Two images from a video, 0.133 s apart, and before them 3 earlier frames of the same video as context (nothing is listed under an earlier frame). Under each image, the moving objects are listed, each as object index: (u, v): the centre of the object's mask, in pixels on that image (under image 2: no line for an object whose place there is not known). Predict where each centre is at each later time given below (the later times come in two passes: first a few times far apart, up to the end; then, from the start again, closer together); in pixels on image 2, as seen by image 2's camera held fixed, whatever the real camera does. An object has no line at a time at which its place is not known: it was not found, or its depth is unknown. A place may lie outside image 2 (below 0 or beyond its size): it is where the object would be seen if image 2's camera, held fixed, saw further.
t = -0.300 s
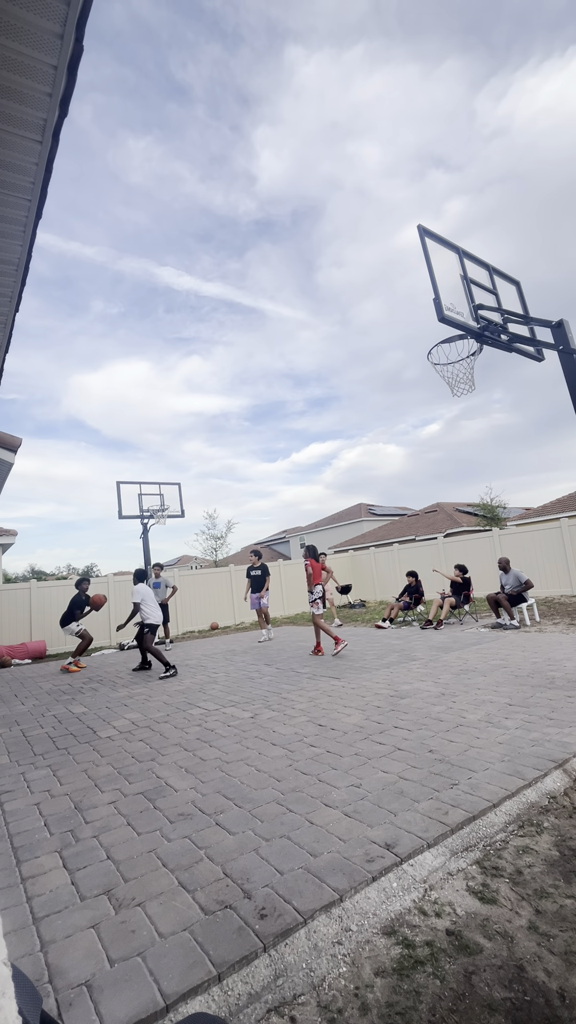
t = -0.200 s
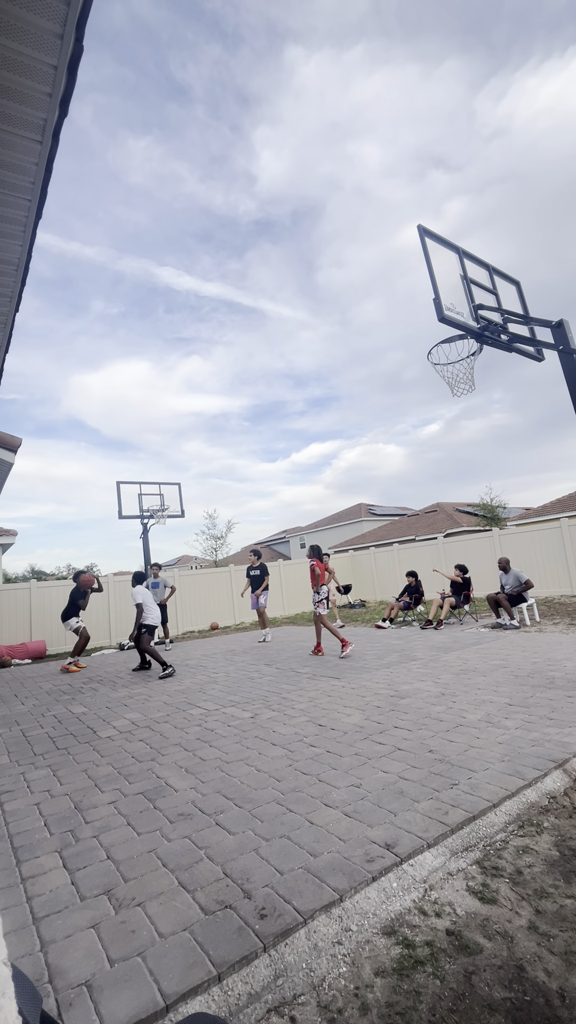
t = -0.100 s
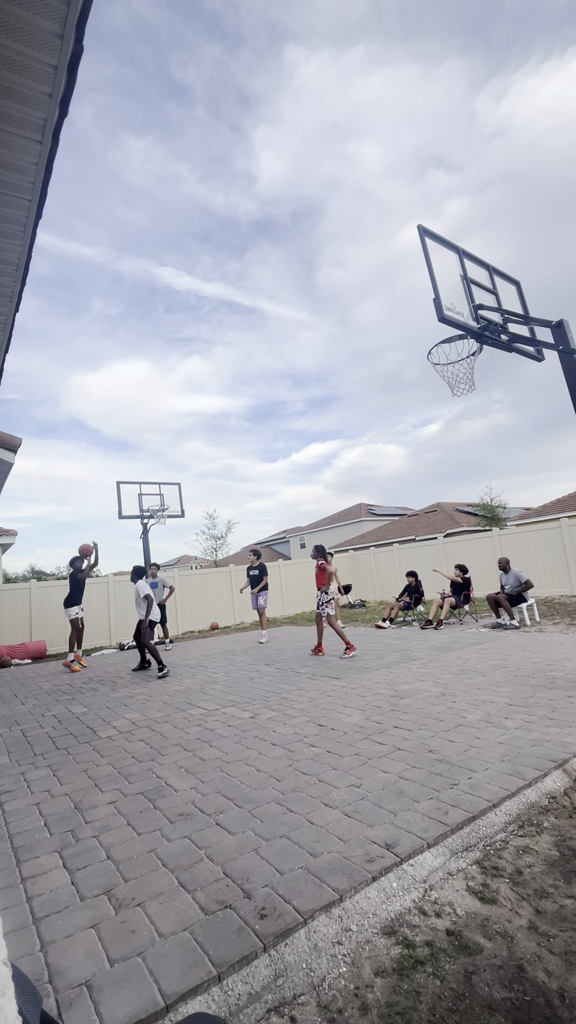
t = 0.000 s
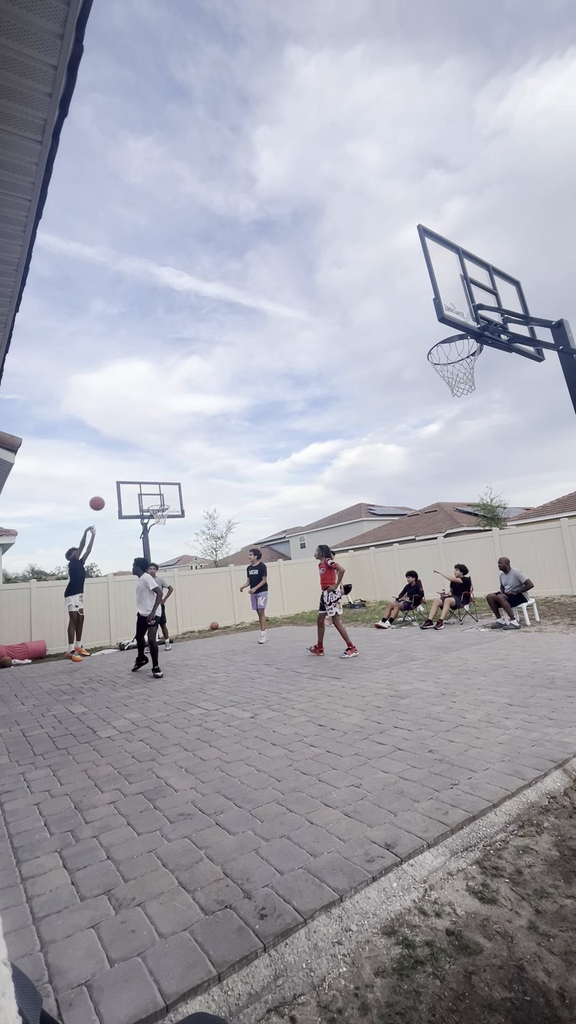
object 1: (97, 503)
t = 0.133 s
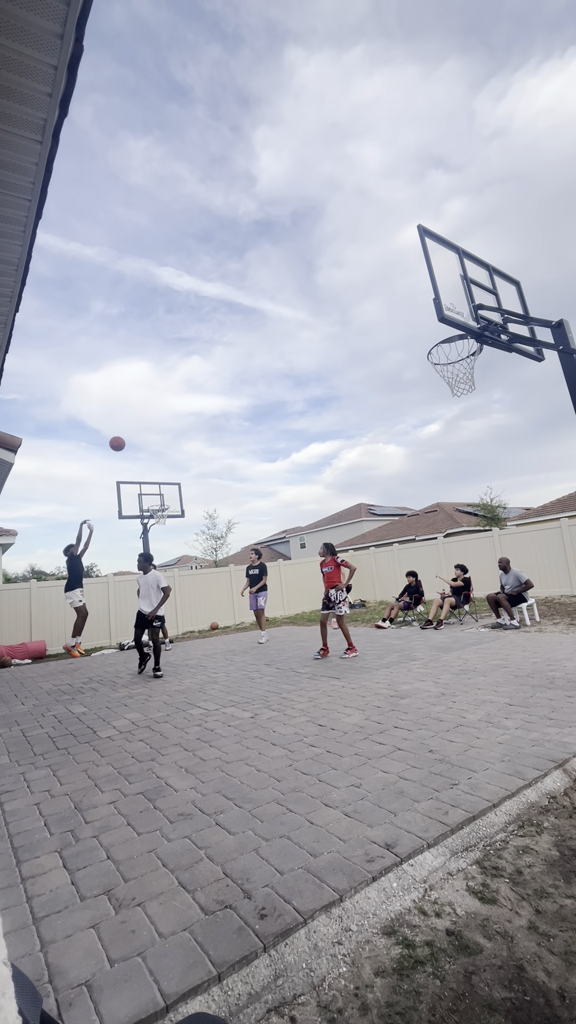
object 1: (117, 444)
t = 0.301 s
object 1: (145, 379)
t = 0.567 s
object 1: (198, 299)
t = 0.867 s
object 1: (277, 255)
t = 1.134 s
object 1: (377, 271)
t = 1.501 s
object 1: (451, 268)
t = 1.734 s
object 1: (442, 237)
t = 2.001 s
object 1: (437, 263)
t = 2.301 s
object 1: (439, 349)
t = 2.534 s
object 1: (448, 453)
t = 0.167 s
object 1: (122, 430)
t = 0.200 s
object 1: (128, 416)
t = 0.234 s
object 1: (133, 403)
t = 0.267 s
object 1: (139, 391)
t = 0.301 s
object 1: (145, 379)
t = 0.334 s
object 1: (151, 367)
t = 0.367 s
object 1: (157, 356)
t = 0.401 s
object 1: (163, 345)
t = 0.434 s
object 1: (170, 335)
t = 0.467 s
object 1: (177, 325)
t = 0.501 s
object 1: (183, 316)
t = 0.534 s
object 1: (191, 307)
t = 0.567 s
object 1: (198, 299)
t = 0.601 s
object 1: (205, 292)
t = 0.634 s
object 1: (213, 285)
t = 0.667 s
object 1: (221, 279)
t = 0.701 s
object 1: (230, 273)
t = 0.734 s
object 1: (239, 268)
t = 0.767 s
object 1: (248, 264)
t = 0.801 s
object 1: (257, 260)
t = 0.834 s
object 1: (267, 257)
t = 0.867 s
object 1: (277, 255)
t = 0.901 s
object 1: (288, 254)
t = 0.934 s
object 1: (299, 253)
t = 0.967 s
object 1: (311, 254)
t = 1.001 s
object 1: (323, 255)
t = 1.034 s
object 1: (335, 257)
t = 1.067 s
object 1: (349, 261)
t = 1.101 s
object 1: (363, 265)
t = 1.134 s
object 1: (377, 271)
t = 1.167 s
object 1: (393, 278)
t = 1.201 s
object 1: (409, 286)
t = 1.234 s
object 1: (423, 296)
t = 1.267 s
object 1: (433, 310)
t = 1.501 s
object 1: (451, 268)
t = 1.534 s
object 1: (450, 261)
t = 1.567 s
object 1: (447, 256)
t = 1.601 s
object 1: (447, 249)
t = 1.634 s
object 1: (445, 246)
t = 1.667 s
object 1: (447, 235)
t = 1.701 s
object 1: (445, 234)
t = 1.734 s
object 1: (442, 237)
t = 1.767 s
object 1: (443, 233)
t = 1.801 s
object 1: (437, 242)
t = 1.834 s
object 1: (437, 244)
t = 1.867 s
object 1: (435, 249)
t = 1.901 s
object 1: (436, 251)
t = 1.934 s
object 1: (437, 253)
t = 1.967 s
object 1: (437, 257)
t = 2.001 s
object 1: (437, 263)
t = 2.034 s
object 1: (436, 271)
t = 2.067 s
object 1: (435, 278)
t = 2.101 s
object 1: (437, 285)
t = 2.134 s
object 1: (435, 295)
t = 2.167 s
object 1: (434, 304)
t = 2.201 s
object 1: (432, 316)
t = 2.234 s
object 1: (436, 327)
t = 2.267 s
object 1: (438, 336)
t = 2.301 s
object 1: (439, 349)
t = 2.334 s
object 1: (440, 361)
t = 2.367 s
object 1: (441, 375)
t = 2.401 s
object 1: (441, 390)
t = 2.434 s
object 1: (444, 404)
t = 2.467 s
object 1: (445, 420)
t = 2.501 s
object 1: (447, 436)
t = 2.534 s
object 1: (448, 453)
